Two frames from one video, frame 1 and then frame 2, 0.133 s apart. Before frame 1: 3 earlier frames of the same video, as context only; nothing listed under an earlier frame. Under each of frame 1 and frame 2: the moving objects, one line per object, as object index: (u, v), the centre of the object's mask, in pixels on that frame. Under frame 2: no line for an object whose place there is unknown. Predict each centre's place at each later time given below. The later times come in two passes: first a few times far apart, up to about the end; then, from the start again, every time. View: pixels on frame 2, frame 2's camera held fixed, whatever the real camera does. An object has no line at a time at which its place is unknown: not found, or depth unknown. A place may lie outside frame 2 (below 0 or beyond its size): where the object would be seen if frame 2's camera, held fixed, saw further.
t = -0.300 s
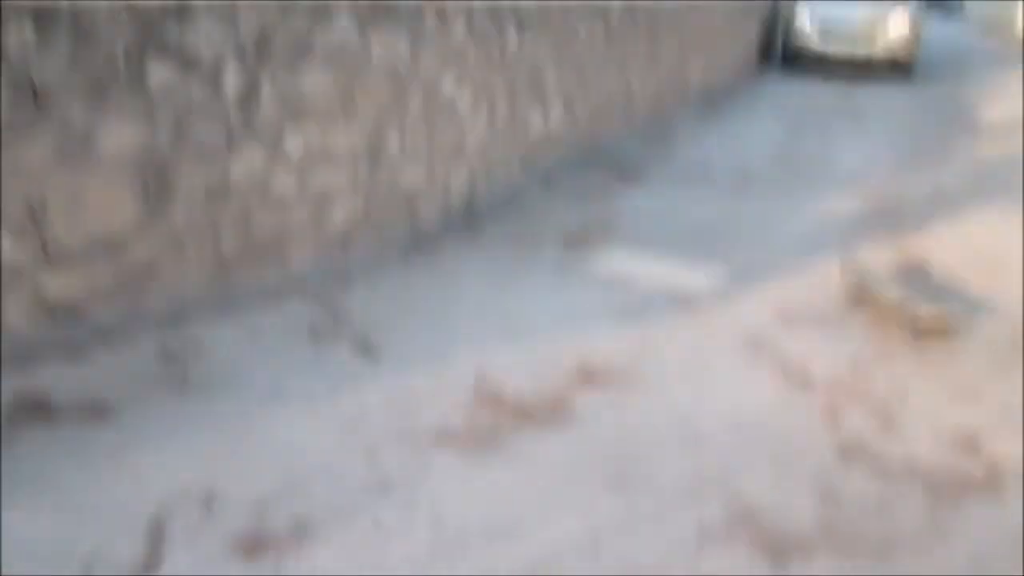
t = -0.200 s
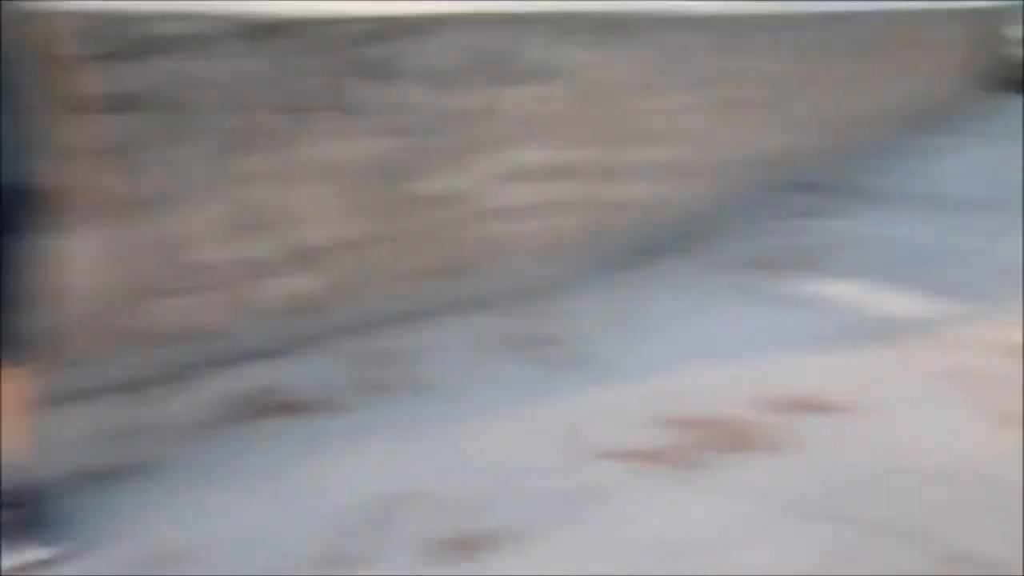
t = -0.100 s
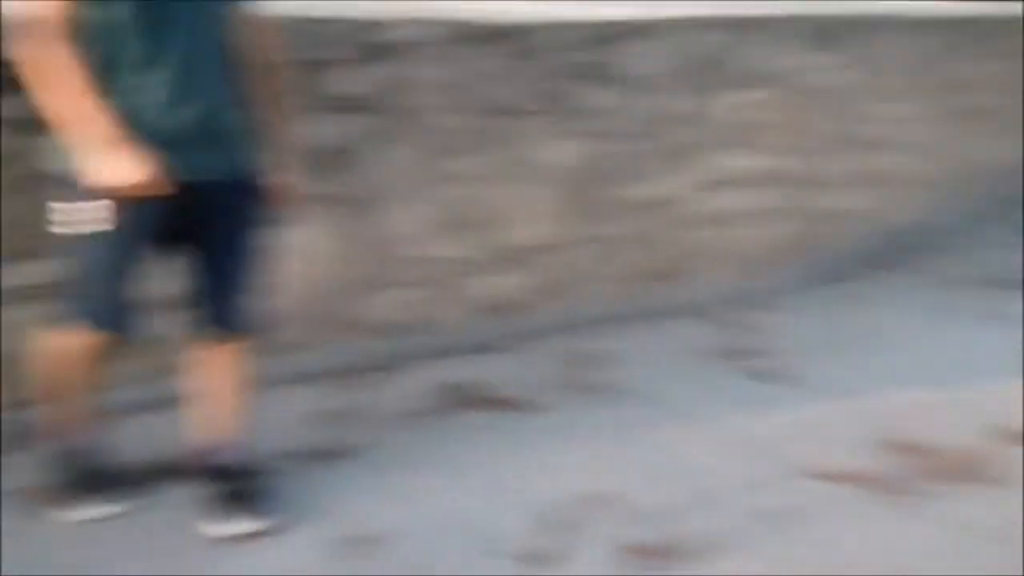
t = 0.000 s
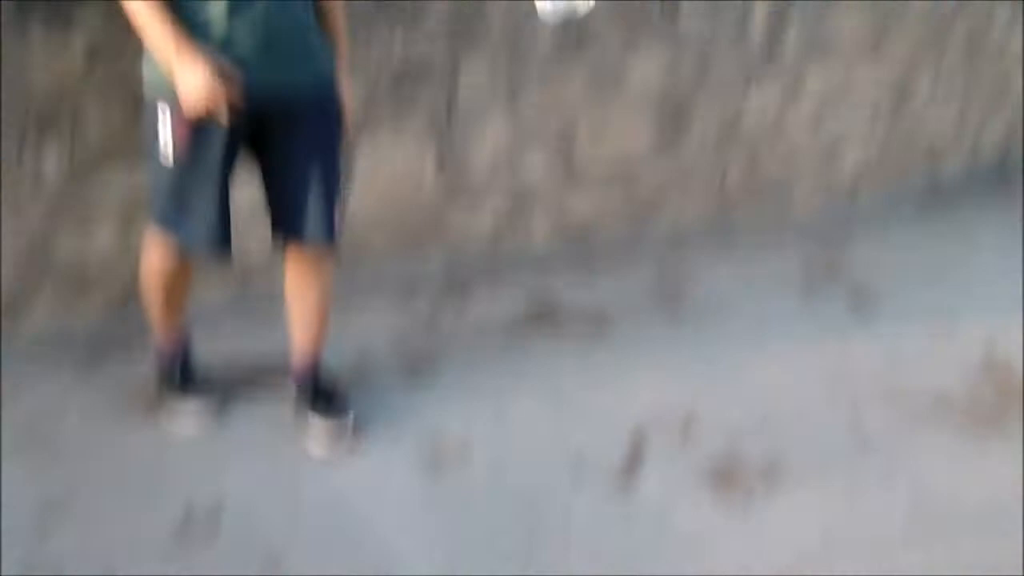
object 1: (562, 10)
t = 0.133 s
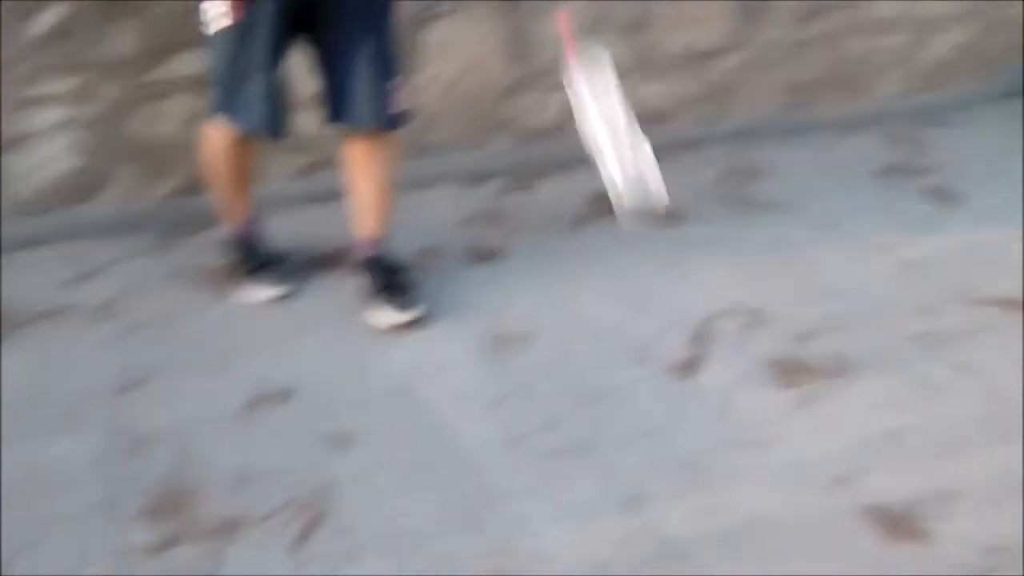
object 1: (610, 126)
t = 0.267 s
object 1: (593, 412)
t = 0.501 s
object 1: (579, 399)
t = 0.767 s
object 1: (565, 408)
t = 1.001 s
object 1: (560, 409)
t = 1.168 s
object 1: (566, 408)
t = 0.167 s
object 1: (603, 211)
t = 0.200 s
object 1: (600, 302)
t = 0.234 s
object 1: (598, 388)
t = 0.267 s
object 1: (593, 412)
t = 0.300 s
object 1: (589, 398)
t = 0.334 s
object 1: (586, 387)
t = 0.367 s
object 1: (587, 381)
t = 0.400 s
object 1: (585, 382)
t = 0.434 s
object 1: (583, 387)
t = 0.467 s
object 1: (581, 394)
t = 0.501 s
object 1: (579, 399)
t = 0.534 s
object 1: (578, 404)
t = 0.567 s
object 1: (575, 405)
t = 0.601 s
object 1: (573, 406)
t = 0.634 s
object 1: (572, 407)
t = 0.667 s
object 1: (569, 407)
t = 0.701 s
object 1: (568, 408)
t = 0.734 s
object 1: (566, 408)
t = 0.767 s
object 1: (565, 408)
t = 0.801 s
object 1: (564, 408)
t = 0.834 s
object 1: (563, 408)
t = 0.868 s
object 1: (561, 408)
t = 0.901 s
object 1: (560, 409)
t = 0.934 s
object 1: (558, 409)
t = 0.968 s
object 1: (559, 409)
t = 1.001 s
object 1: (560, 409)
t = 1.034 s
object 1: (561, 409)
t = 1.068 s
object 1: (562, 409)
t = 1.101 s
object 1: (563, 408)
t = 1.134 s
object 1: (564, 408)
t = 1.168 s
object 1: (566, 408)
